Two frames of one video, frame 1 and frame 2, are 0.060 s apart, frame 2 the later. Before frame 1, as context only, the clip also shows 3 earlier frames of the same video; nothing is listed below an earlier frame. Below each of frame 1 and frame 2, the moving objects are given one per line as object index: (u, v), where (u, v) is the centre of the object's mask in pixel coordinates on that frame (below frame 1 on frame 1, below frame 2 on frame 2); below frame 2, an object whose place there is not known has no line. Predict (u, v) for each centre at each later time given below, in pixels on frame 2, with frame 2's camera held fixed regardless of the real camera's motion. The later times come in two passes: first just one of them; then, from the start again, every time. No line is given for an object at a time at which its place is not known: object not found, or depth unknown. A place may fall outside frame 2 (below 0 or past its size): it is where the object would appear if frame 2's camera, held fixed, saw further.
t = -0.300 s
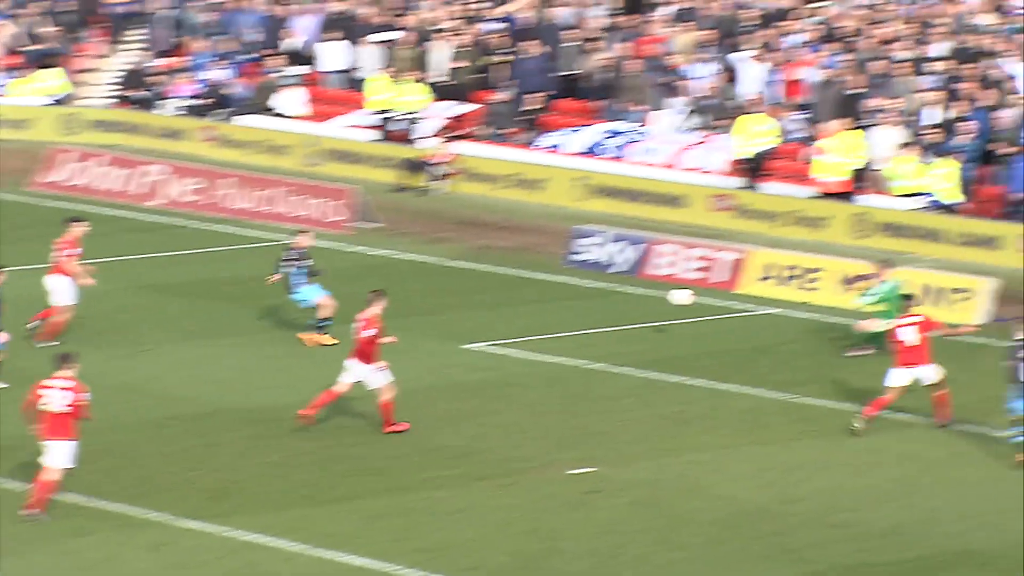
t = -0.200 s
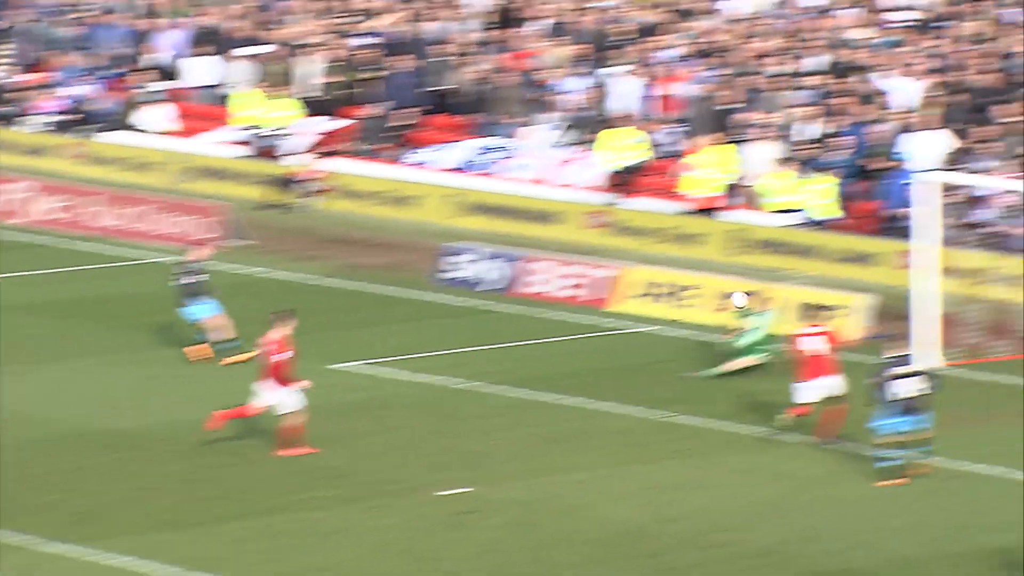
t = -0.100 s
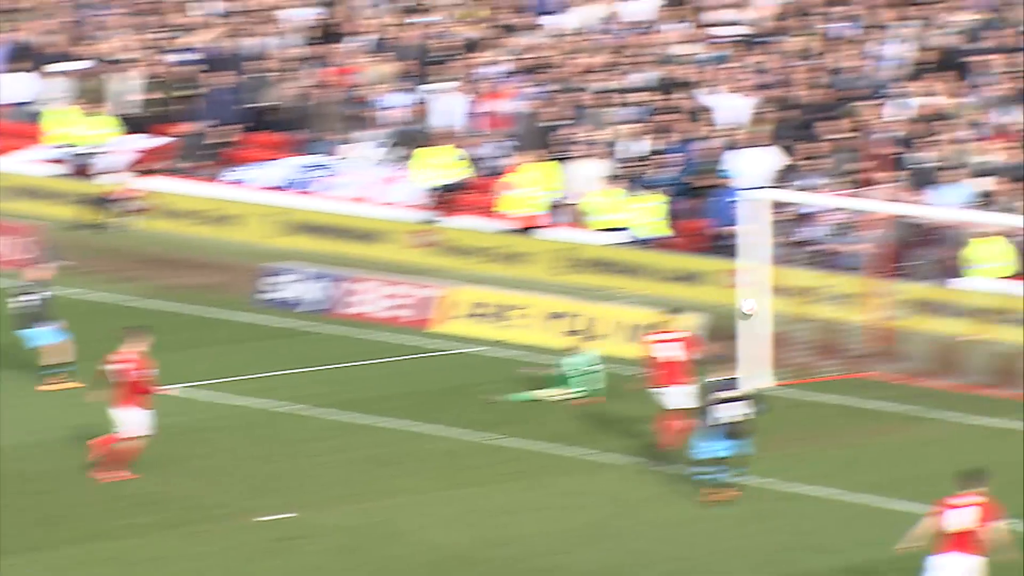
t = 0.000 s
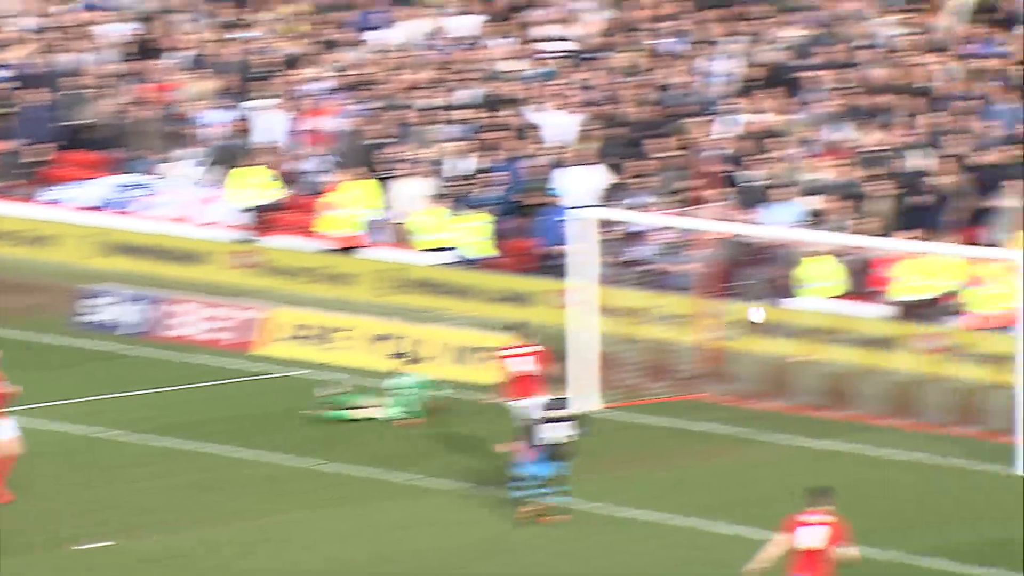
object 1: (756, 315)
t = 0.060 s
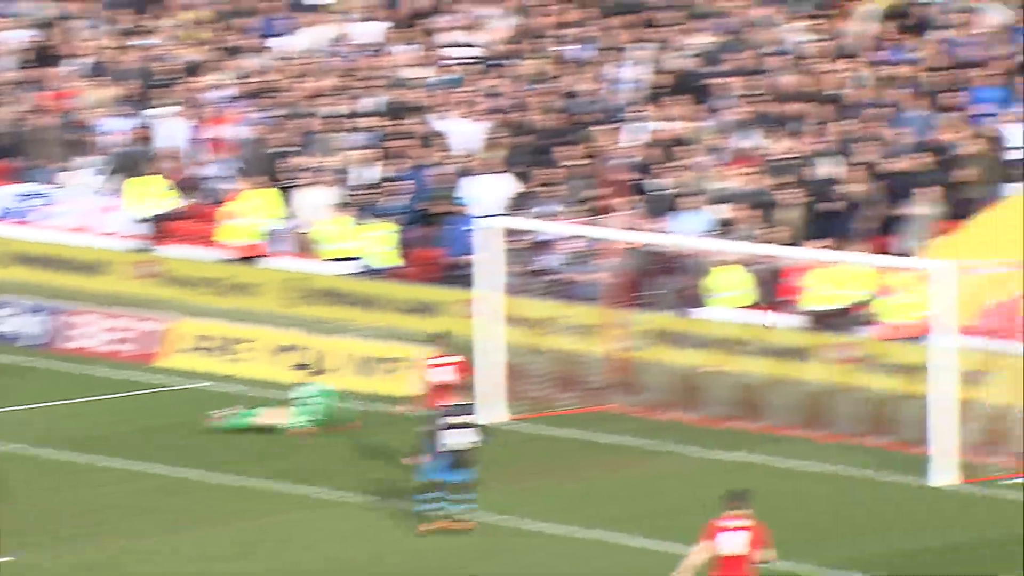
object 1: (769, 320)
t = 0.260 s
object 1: (858, 348)
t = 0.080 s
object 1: (800, 318)
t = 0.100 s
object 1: (823, 319)
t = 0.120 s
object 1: (839, 322)
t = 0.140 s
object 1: (847, 325)
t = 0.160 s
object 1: (851, 328)
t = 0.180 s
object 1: (855, 331)
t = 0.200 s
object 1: (861, 334)
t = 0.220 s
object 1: (864, 337)
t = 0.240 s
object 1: (857, 343)
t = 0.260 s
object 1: (858, 348)
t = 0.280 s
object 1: (854, 353)
